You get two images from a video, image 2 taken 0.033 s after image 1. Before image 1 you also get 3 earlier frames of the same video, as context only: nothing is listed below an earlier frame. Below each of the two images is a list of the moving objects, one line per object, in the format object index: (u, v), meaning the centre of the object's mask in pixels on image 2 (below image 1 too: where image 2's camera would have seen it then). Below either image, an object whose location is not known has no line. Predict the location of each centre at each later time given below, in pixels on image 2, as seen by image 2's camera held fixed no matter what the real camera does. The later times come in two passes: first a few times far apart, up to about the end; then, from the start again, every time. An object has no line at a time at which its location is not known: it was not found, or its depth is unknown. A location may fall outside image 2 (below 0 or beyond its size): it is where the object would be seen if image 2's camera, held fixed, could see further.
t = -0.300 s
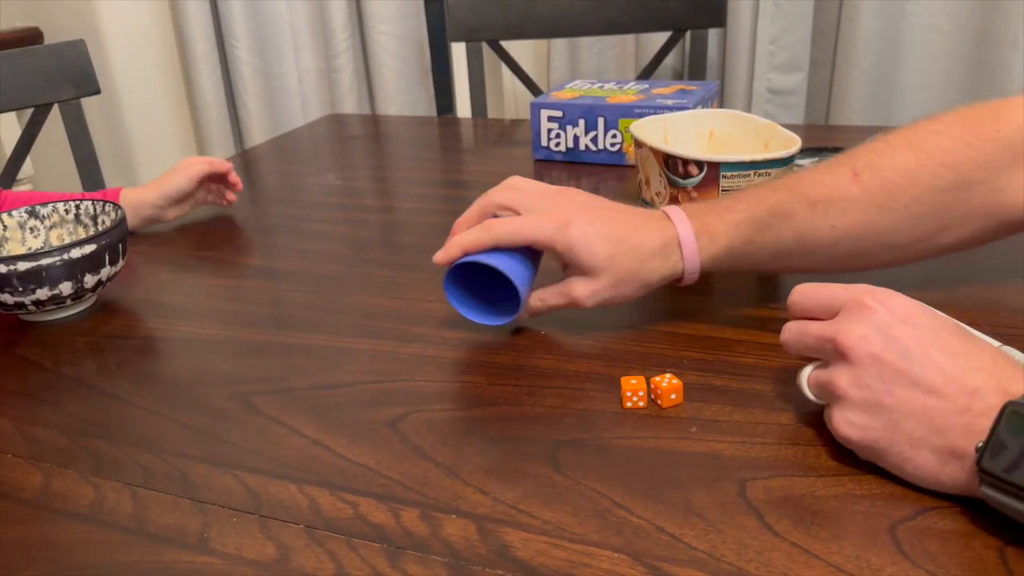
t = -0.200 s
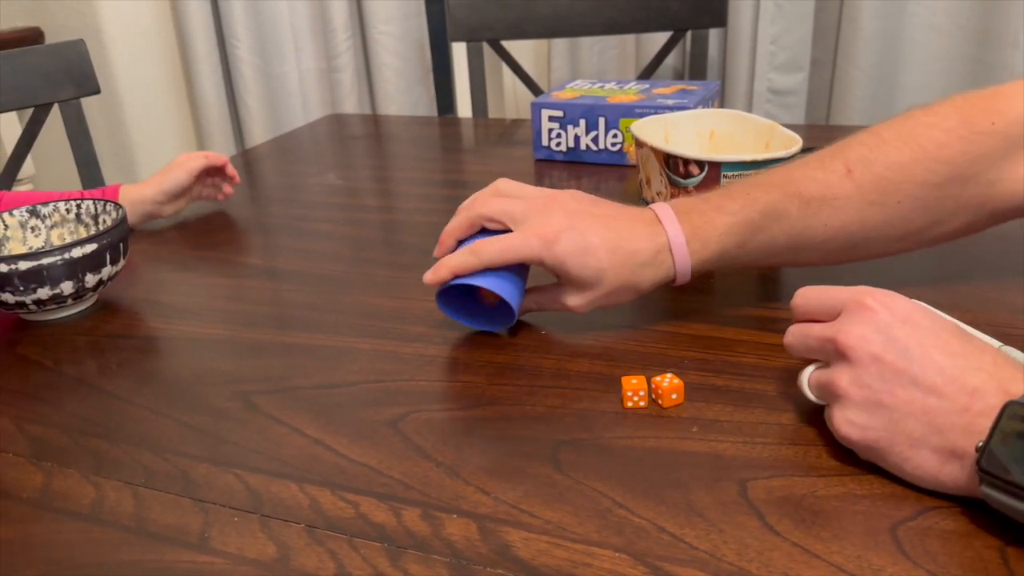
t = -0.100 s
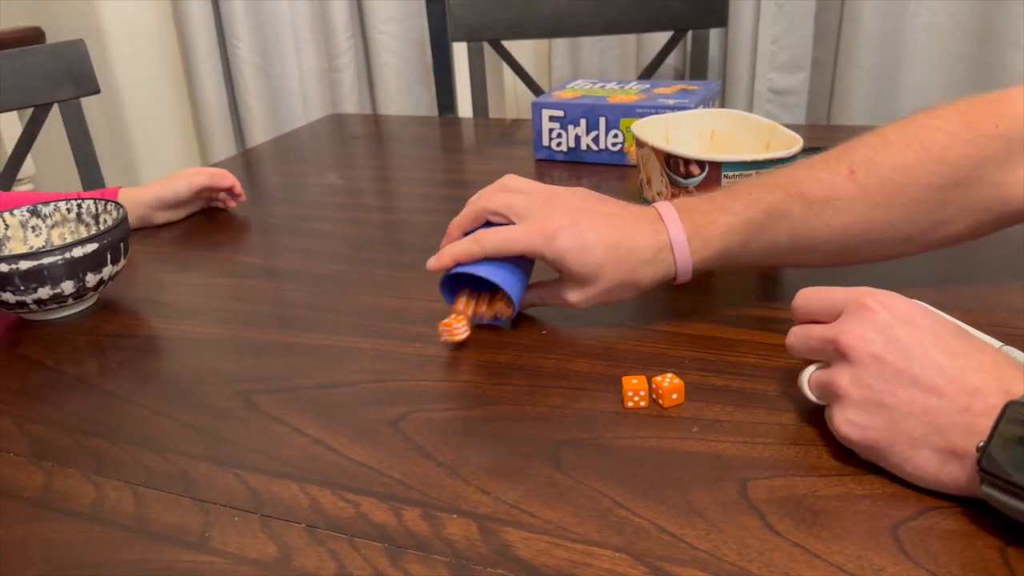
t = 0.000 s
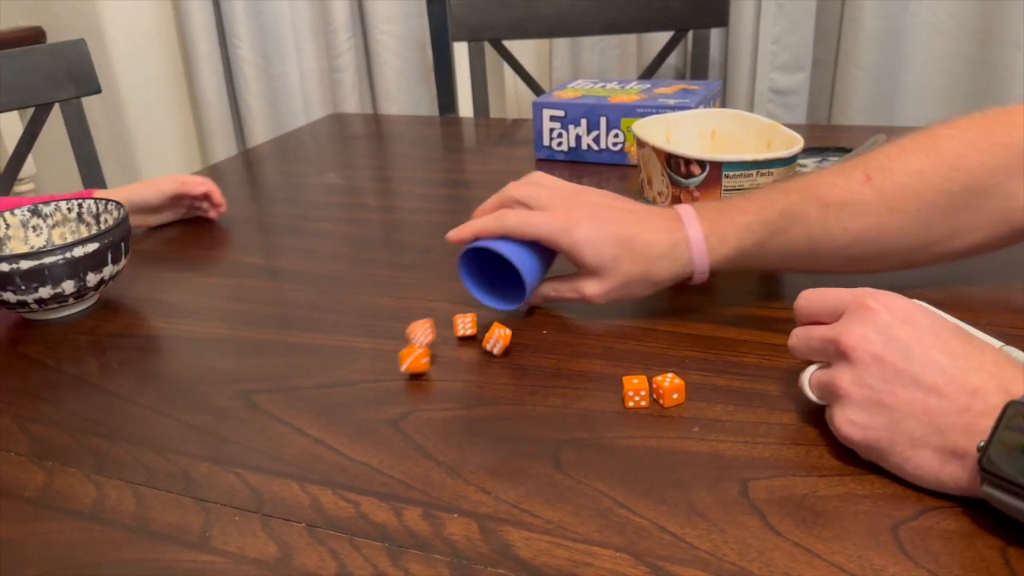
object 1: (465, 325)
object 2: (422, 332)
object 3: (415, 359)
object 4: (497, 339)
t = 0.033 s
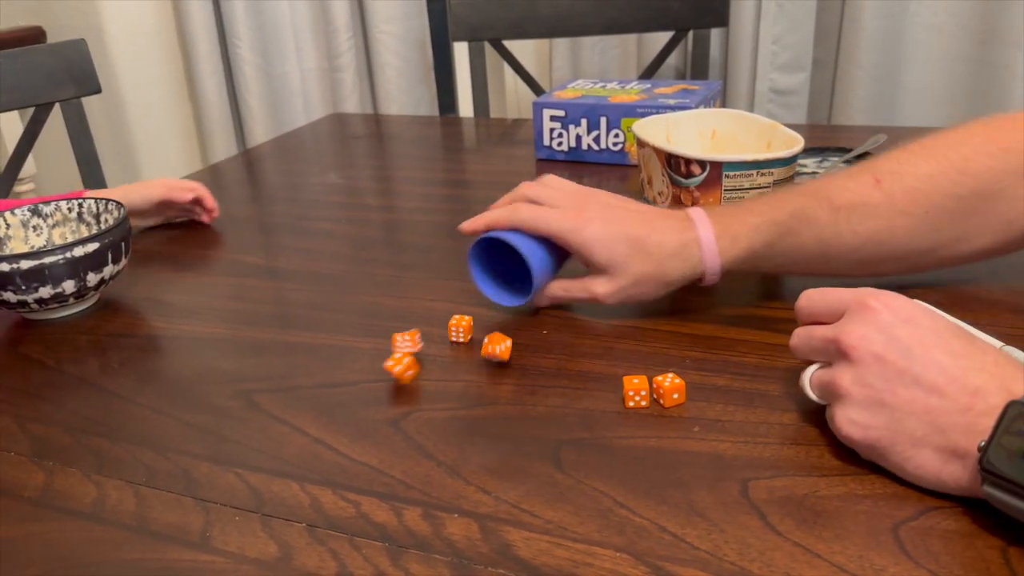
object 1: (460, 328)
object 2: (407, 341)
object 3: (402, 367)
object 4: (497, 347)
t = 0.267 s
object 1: (454, 334)
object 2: (331, 389)
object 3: (330, 423)
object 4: (485, 412)
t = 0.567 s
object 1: (455, 334)
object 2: (294, 416)
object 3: (320, 435)
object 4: (490, 458)
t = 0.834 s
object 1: (454, 334)
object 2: (294, 416)
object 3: (320, 435)
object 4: (490, 458)
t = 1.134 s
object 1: (455, 334)
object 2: (294, 416)
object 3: (320, 435)
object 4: (490, 458)
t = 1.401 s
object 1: (454, 334)
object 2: (294, 416)
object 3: (320, 435)
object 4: (490, 458)
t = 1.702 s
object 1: (455, 334)
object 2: (294, 416)
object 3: (320, 435)
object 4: (490, 458)
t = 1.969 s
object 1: (455, 334)
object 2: (294, 416)
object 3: (320, 435)
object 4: (490, 458)
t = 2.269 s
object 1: (455, 334)
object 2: (294, 416)
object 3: (320, 435)
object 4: (490, 458)
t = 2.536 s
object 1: (455, 334)
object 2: (295, 416)
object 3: (321, 435)
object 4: (490, 458)
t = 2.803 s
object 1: (455, 334)
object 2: (295, 415)
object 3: (321, 435)
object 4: (490, 458)
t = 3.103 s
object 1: (455, 334)
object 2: (295, 415)
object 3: (320, 435)
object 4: (490, 458)
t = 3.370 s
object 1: (455, 334)
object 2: (294, 416)
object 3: (321, 435)
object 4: (490, 458)
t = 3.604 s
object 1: (455, 334)
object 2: (295, 415)
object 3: (321, 435)
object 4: (490, 458)
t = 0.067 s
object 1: (457, 332)
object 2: (394, 349)
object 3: (387, 374)
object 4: (496, 360)
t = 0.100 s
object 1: (455, 333)
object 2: (381, 357)
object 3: (375, 387)
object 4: (495, 368)
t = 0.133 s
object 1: (454, 334)
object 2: (369, 364)
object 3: (365, 395)
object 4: (493, 378)
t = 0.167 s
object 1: (454, 334)
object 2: (357, 370)
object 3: (355, 402)
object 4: (491, 383)
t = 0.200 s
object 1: (454, 334)
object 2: (347, 380)
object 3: (346, 412)
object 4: (489, 391)
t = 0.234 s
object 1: (454, 334)
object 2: (339, 384)
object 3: (337, 418)
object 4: (487, 401)
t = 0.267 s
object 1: (454, 334)
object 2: (331, 389)
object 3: (330, 423)
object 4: (485, 412)
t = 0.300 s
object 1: (454, 334)
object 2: (322, 394)
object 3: (324, 428)
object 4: (483, 418)
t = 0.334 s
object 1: (454, 334)
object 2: (317, 398)
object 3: (321, 431)
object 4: (483, 424)
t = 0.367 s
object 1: (455, 334)
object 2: (314, 402)
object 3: (320, 434)
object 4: (483, 435)
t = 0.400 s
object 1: (455, 334)
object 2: (308, 405)
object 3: (320, 435)
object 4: (483, 440)
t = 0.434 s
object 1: (455, 334)
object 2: (303, 407)
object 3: (321, 435)
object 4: (483, 446)
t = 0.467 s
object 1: (455, 334)
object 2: (300, 408)
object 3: (320, 435)
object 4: (485, 452)
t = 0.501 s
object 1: (455, 334)
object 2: (295, 411)
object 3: (320, 435)
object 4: (487, 455)
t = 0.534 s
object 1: (455, 334)
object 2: (293, 414)
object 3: (321, 435)
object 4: (489, 458)
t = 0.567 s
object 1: (455, 334)
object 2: (294, 416)
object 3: (320, 435)
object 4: (490, 458)
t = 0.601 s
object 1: (454, 334)
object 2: (294, 416)
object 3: (320, 435)
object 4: (490, 458)
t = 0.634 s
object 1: (455, 334)
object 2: (294, 416)
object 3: (320, 435)
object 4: (490, 458)
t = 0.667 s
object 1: (454, 334)
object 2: (294, 416)
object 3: (320, 435)
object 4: (490, 458)
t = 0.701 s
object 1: (455, 334)
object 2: (294, 416)
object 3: (320, 435)
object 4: (490, 458)
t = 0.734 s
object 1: (454, 334)
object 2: (294, 416)
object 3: (320, 435)
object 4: (490, 458)
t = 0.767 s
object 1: (454, 334)
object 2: (294, 416)
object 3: (320, 435)
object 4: (490, 458)
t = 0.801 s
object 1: (454, 334)
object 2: (294, 416)
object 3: (320, 435)
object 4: (490, 458)
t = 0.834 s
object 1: (454, 334)
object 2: (294, 416)
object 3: (320, 435)
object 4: (490, 458)
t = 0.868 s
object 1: (454, 334)
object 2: (294, 416)
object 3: (320, 435)
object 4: (490, 458)
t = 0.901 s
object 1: (454, 334)
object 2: (294, 416)
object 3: (320, 435)
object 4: (490, 458)
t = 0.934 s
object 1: (454, 333)
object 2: (294, 416)
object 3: (320, 435)
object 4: (490, 458)
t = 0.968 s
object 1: (454, 334)
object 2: (294, 416)
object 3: (320, 435)
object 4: (490, 458)
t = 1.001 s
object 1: (455, 334)
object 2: (294, 416)
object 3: (320, 435)
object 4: (490, 458)
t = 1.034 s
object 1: (454, 334)
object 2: (294, 416)
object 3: (320, 435)
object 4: (490, 458)
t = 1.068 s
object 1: (454, 334)
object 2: (294, 416)
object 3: (320, 435)
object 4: (490, 458)
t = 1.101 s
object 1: (454, 334)
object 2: (294, 416)
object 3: (320, 435)
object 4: (490, 458)
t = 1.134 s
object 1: (455, 334)
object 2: (294, 416)
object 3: (320, 435)
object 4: (490, 458)
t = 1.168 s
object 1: (454, 334)
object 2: (294, 416)
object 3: (320, 435)
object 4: (490, 458)
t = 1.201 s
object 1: (454, 334)
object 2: (294, 416)
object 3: (320, 435)
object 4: (490, 458)
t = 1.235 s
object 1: (454, 334)
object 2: (294, 415)
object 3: (320, 435)
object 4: (490, 458)
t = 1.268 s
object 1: (454, 334)
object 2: (294, 415)
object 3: (320, 435)
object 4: (490, 458)
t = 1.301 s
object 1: (454, 334)
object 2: (294, 415)
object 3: (320, 435)
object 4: (490, 458)
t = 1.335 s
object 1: (454, 334)
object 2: (294, 416)
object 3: (320, 435)
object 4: (490, 458)
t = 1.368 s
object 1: (455, 334)
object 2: (294, 416)
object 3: (320, 435)
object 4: (490, 458)
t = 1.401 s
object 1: (454, 334)
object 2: (294, 416)
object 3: (320, 435)
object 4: (490, 458)
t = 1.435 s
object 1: (454, 334)
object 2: (294, 416)
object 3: (320, 435)
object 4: (490, 458)
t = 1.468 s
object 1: (455, 334)
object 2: (294, 416)
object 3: (320, 435)
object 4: (490, 458)
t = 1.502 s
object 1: (454, 334)
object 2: (294, 416)
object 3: (320, 435)
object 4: (490, 458)
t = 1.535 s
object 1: (454, 334)
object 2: (294, 416)
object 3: (320, 434)
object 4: (490, 458)
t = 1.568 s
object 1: (455, 334)
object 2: (294, 416)
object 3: (320, 435)
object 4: (490, 458)
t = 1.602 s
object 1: (454, 334)
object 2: (294, 416)
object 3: (321, 435)
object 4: (490, 458)
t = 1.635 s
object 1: (455, 334)
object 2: (294, 416)
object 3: (321, 435)
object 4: (490, 458)
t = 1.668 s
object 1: (455, 334)
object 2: (294, 416)
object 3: (320, 435)
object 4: (490, 458)
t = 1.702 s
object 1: (455, 334)
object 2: (294, 416)
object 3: (320, 435)
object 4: (490, 458)
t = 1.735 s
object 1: (455, 334)
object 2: (294, 416)
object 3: (320, 435)
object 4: (490, 458)
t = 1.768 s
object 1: (455, 334)
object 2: (295, 416)
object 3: (321, 435)
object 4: (490, 458)
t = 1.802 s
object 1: (455, 334)
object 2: (294, 416)
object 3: (321, 435)
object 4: (490, 458)
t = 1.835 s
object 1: (455, 334)
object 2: (294, 415)
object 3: (321, 435)
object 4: (490, 458)
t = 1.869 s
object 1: (455, 334)
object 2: (295, 416)
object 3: (320, 435)
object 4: (490, 458)
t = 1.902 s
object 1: (455, 334)
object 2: (294, 416)
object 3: (320, 435)
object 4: (490, 458)
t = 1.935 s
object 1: (455, 333)
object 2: (294, 416)
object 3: (320, 435)
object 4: (490, 458)
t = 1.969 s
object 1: (455, 334)
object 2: (294, 416)
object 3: (320, 435)
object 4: (490, 458)
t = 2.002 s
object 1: (455, 334)
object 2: (294, 415)
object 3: (320, 435)
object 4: (490, 458)
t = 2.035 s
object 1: (455, 334)
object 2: (294, 416)
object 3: (321, 435)
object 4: (490, 458)
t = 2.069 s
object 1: (455, 334)
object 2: (294, 415)
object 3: (320, 435)
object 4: (490, 458)
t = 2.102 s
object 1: (455, 334)
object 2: (294, 416)
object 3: (320, 435)
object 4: (490, 458)
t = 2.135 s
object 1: (455, 334)
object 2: (294, 415)
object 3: (320, 435)
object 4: (490, 458)
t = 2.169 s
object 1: (455, 334)
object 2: (294, 415)
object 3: (321, 435)
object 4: (490, 458)
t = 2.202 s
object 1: (455, 334)
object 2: (294, 415)
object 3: (320, 435)
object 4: (490, 458)
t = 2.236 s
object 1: (454, 334)
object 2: (295, 416)
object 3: (320, 435)
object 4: (490, 458)
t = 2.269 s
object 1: (455, 334)
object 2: (294, 416)
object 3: (320, 435)
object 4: (490, 458)
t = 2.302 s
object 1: (455, 334)
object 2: (295, 415)
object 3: (321, 435)
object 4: (490, 458)
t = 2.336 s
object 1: (455, 334)
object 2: (295, 416)
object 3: (321, 435)
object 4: (490, 458)
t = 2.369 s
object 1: (455, 334)
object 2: (295, 416)
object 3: (321, 435)
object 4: (490, 458)
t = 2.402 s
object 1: (455, 334)
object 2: (295, 416)
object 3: (321, 435)
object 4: (490, 458)
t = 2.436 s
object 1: (455, 334)
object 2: (295, 416)
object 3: (320, 435)
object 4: (490, 458)
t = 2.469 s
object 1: (455, 334)
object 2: (295, 416)
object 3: (321, 435)
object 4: (490, 458)
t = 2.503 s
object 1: (455, 334)
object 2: (295, 416)
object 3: (320, 435)
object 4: (490, 458)
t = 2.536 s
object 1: (455, 334)
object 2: (295, 416)
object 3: (321, 435)
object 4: (490, 458)
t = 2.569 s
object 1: (455, 334)
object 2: (295, 416)
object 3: (320, 435)
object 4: (490, 458)
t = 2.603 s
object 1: (455, 334)
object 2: (295, 415)
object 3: (321, 435)
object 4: (490, 458)
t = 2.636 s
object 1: (455, 334)
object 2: (295, 415)
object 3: (321, 435)
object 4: (490, 458)
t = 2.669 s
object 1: (455, 334)
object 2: (295, 415)
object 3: (321, 435)
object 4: (490, 458)
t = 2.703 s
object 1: (455, 334)
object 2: (295, 415)
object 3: (321, 435)
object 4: (490, 458)
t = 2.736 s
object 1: (455, 334)
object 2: (295, 415)
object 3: (321, 435)
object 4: (490, 458)
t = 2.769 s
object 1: (455, 334)
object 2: (295, 415)
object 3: (320, 435)
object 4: (490, 458)
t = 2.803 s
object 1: (455, 334)
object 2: (295, 415)
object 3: (321, 435)
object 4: (490, 458)
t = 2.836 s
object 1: (455, 334)
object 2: (295, 415)
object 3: (321, 435)
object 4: (490, 458)
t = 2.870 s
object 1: (455, 334)
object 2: (295, 415)
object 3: (321, 435)
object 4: (490, 458)
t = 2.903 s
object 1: (455, 334)
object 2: (295, 415)
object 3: (321, 435)
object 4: (490, 458)
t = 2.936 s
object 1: (455, 334)
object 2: (295, 415)
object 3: (321, 435)
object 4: (490, 458)
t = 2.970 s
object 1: (455, 334)
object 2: (295, 415)
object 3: (321, 435)
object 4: (490, 458)
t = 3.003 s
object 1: (455, 334)
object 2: (295, 415)
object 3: (321, 435)
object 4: (490, 458)
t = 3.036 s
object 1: (455, 334)
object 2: (295, 416)
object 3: (321, 435)
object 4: (490, 458)
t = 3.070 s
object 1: (455, 334)
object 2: (295, 415)
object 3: (321, 435)
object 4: (490, 458)
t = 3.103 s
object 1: (455, 334)
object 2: (295, 415)
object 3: (320, 435)
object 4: (490, 458)
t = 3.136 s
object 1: (455, 334)
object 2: (295, 415)
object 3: (321, 435)
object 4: (490, 458)
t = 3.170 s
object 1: (455, 334)
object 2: (295, 415)
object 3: (321, 435)
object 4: (490, 458)
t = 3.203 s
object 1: (455, 334)
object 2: (295, 416)
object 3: (321, 435)
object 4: (490, 458)
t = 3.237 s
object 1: (455, 334)
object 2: (295, 415)
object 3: (321, 435)
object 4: (490, 458)
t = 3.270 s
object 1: (455, 334)
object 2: (295, 416)
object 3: (321, 435)
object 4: (490, 458)
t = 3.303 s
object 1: (455, 334)
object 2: (295, 416)
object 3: (321, 435)
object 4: (490, 458)
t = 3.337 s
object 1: (455, 334)
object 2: (295, 416)
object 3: (321, 435)
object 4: (490, 458)
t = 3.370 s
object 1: (455, 334)
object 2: (294, 416)
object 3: (321, 435)
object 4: (490, 458)
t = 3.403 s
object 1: (455, 334)
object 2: (294, 416)
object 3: (320, 435)
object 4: (490, 458)
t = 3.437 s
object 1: (455, 333)
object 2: (295, 416)
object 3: (321, 435)
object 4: (490, 458)
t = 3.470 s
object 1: (455, 334)
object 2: (295, 416)
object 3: (321, 435)
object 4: (490, 458)
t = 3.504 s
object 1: (455, 334)
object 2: (294, 415)
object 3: (321, 435)
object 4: (490, 458)
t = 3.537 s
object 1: (455, 334)
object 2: (295, 416)
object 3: (321, 435)
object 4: (490, 458)
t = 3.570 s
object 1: (455, 334)
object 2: (295, 415)
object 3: (321, 434)
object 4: (491, 458)
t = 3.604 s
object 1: (455, 334)
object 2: (295, 415)
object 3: (321, 435)
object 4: (490, 458)
